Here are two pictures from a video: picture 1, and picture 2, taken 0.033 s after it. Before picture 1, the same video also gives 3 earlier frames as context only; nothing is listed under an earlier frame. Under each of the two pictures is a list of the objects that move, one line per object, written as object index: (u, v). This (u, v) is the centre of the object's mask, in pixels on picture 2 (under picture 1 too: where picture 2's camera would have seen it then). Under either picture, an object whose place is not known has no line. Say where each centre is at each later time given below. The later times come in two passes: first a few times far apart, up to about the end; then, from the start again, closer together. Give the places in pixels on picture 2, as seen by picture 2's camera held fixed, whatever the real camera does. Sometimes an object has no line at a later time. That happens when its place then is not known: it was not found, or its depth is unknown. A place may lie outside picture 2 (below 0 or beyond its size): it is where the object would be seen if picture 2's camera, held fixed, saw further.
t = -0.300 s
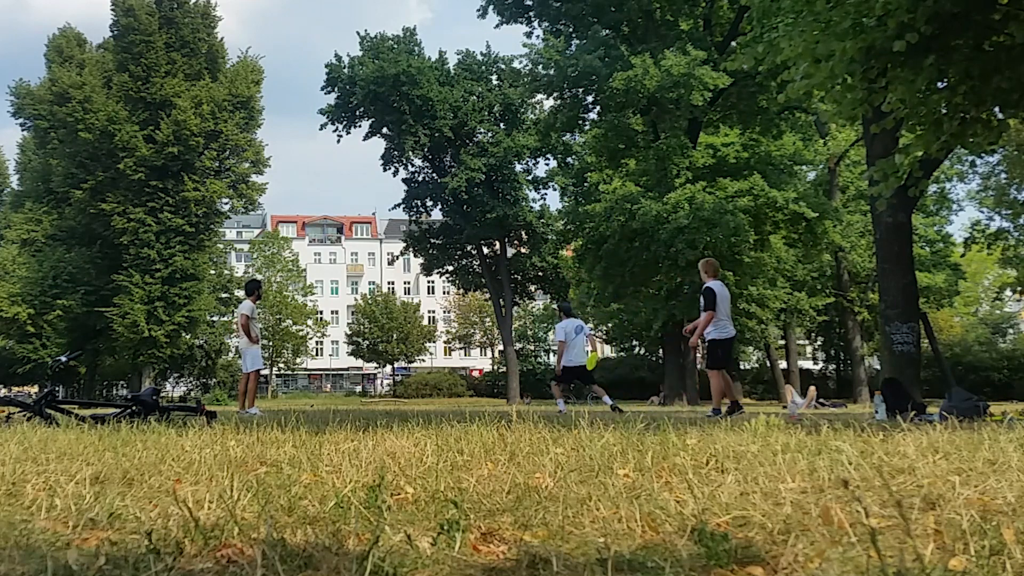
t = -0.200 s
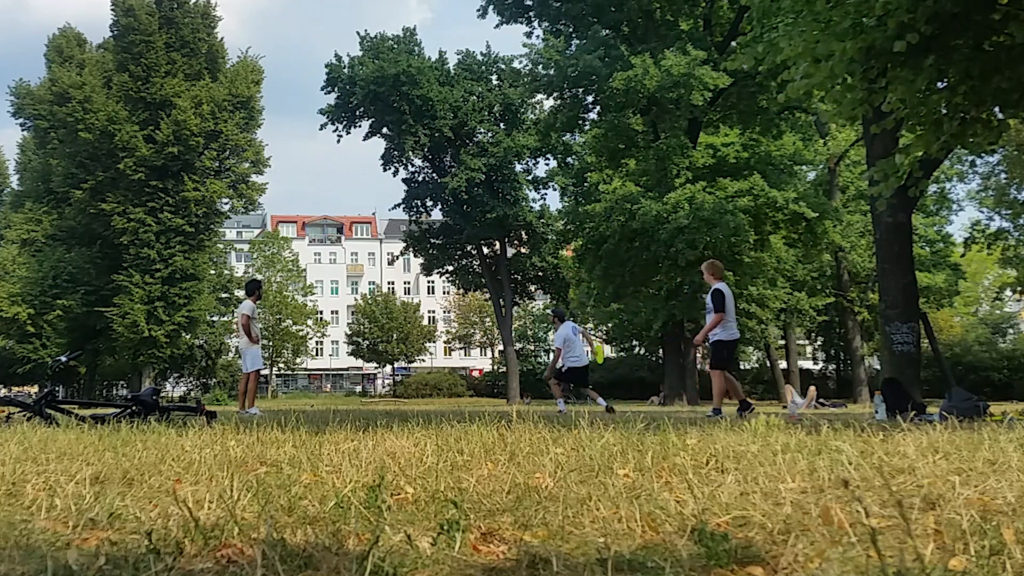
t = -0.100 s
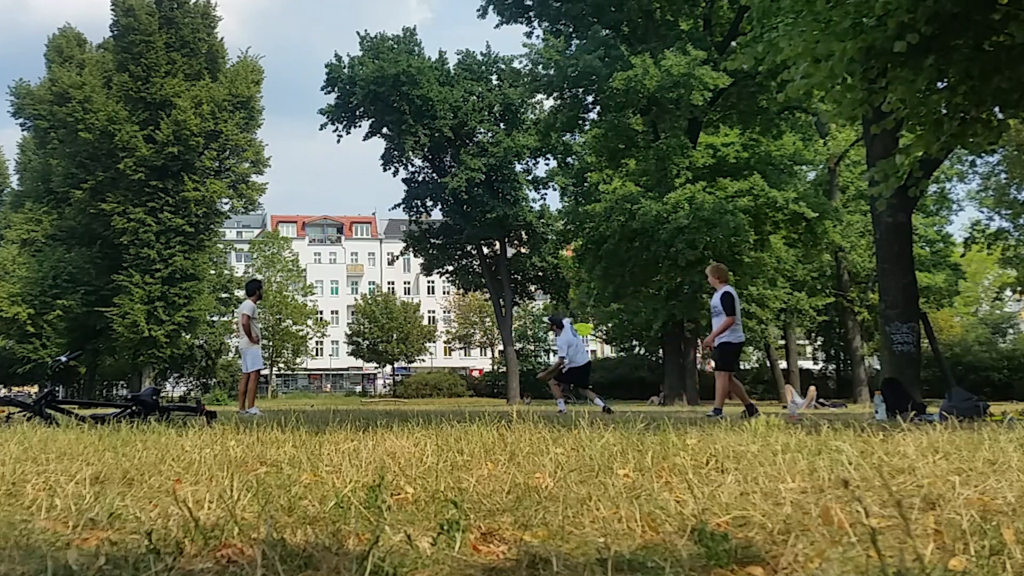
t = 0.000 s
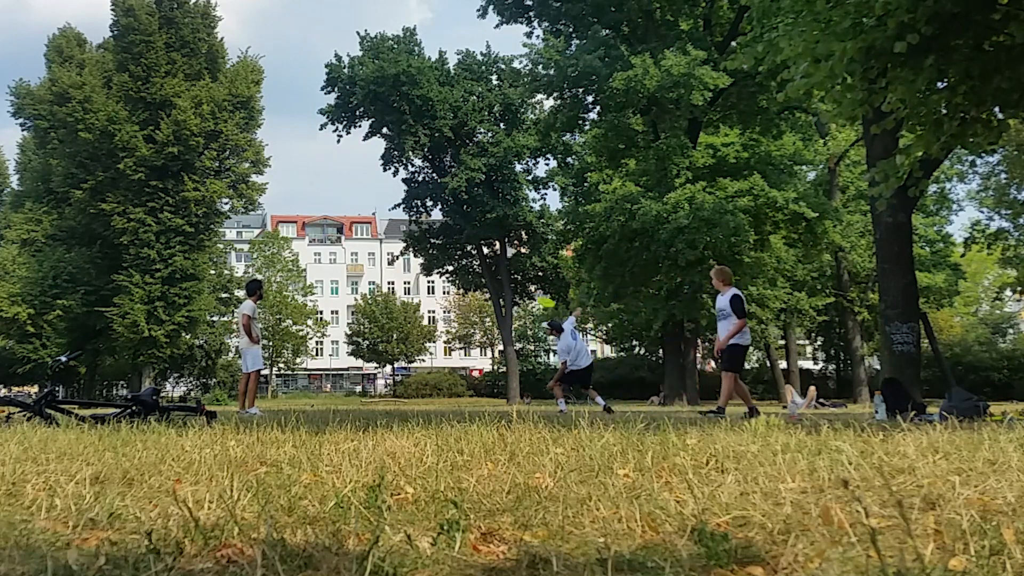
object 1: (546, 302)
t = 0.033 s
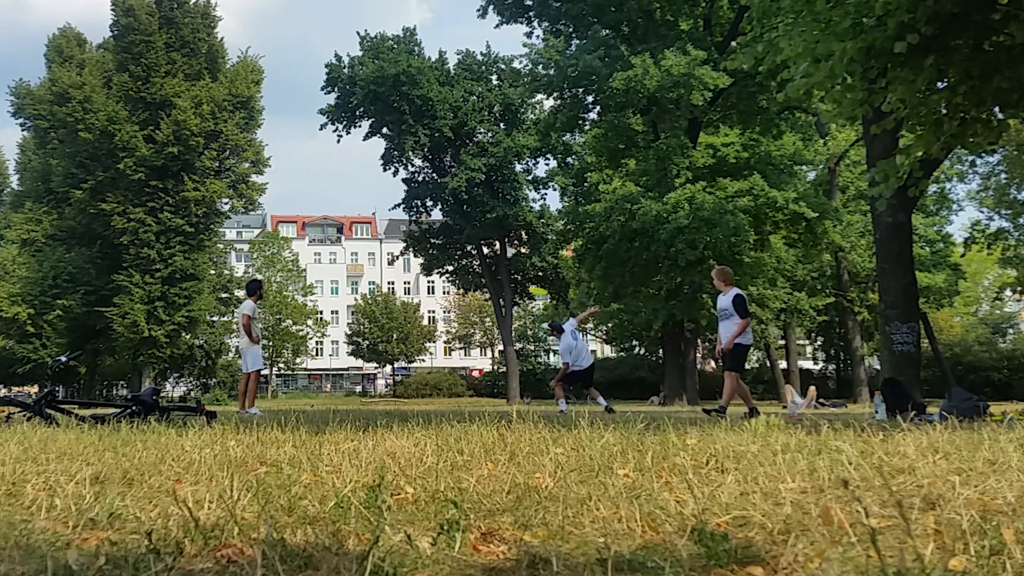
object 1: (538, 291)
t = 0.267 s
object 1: (487, 233)
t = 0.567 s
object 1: (427, 191)
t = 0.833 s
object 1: (381, 180)
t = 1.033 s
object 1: (350, 187)
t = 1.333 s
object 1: (310, 220)
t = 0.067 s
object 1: (531, 281)
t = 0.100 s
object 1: (523, 272)
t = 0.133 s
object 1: (516, 263)
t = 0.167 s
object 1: (509, 254)
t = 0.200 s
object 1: (501, 247)
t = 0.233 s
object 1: (494, 239)
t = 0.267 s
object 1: (487, 233)
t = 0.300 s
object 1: (480, 227)
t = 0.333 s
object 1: (473, 221)
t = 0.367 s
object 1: (466, 215)
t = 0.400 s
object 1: (460, 211)
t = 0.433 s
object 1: (453, 206)
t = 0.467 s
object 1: (446, 202)
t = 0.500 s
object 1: (440, 198)
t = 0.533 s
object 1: (434, 195)
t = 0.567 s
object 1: (427, 191)
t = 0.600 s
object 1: (421, 189)
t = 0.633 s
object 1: (415, 187)
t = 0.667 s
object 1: (409, 185)
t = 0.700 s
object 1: (403, 183)
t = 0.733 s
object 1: (398, 182)
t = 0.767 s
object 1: (392, 181)
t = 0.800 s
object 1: (386, 181)
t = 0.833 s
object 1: (381, 180)
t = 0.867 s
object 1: (375, 180)
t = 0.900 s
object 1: (370, 181)
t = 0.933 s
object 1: (365, 182)
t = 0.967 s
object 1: (360, 183)
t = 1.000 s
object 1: (355, 185)
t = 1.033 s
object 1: (350, 187)
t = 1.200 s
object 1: (327, 202)
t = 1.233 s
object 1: (323, 206)
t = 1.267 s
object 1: (319, 210)
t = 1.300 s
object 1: (315, 215)
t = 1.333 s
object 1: (310, 220)
